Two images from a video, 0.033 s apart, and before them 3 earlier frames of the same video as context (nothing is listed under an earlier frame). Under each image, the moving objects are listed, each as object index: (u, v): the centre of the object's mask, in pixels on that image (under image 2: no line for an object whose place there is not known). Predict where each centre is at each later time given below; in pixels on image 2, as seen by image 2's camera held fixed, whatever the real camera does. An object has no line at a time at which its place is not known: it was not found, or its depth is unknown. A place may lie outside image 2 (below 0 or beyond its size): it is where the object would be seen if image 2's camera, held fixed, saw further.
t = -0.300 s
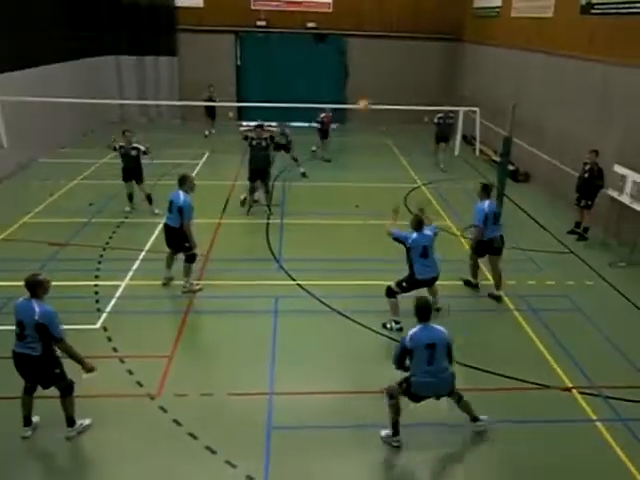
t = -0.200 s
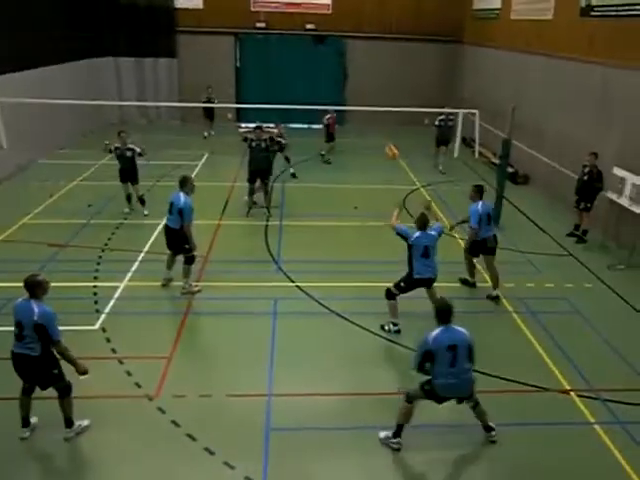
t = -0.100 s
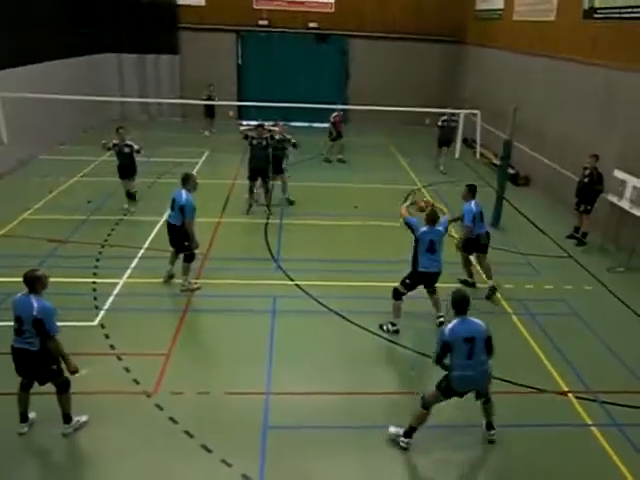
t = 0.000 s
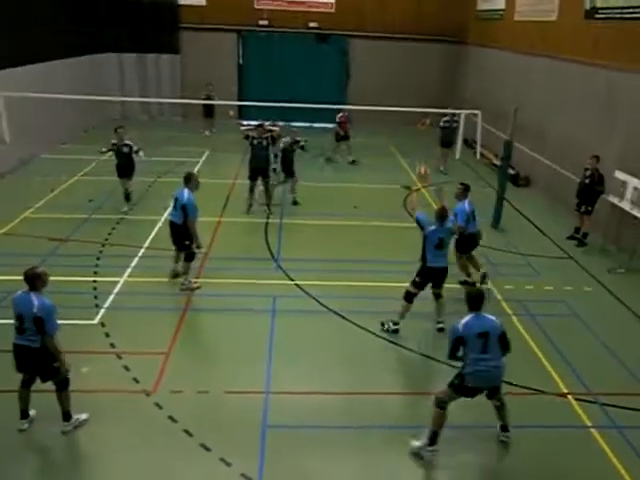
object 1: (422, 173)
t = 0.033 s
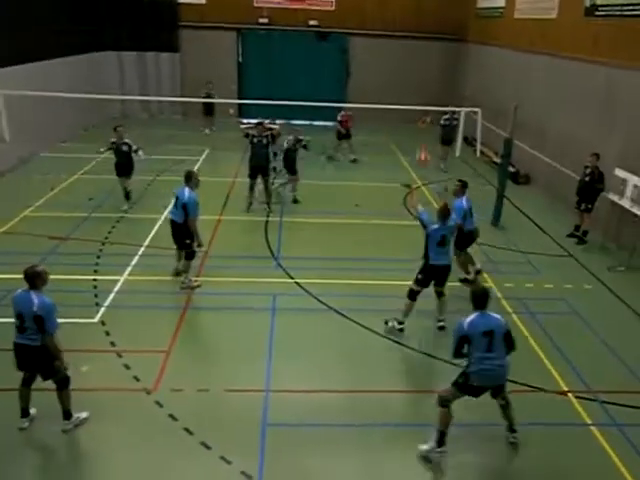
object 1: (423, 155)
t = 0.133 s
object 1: (415, 125)
